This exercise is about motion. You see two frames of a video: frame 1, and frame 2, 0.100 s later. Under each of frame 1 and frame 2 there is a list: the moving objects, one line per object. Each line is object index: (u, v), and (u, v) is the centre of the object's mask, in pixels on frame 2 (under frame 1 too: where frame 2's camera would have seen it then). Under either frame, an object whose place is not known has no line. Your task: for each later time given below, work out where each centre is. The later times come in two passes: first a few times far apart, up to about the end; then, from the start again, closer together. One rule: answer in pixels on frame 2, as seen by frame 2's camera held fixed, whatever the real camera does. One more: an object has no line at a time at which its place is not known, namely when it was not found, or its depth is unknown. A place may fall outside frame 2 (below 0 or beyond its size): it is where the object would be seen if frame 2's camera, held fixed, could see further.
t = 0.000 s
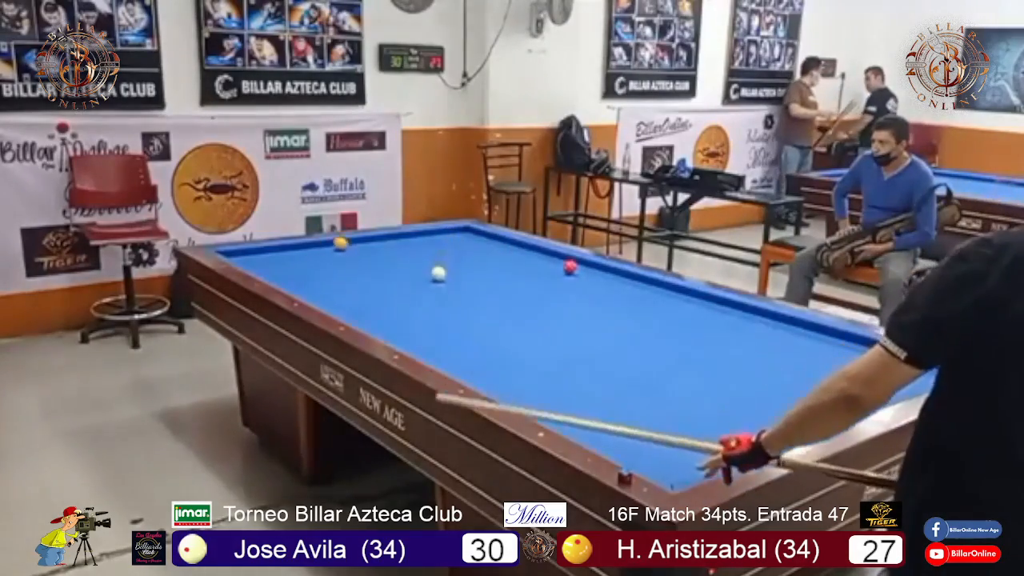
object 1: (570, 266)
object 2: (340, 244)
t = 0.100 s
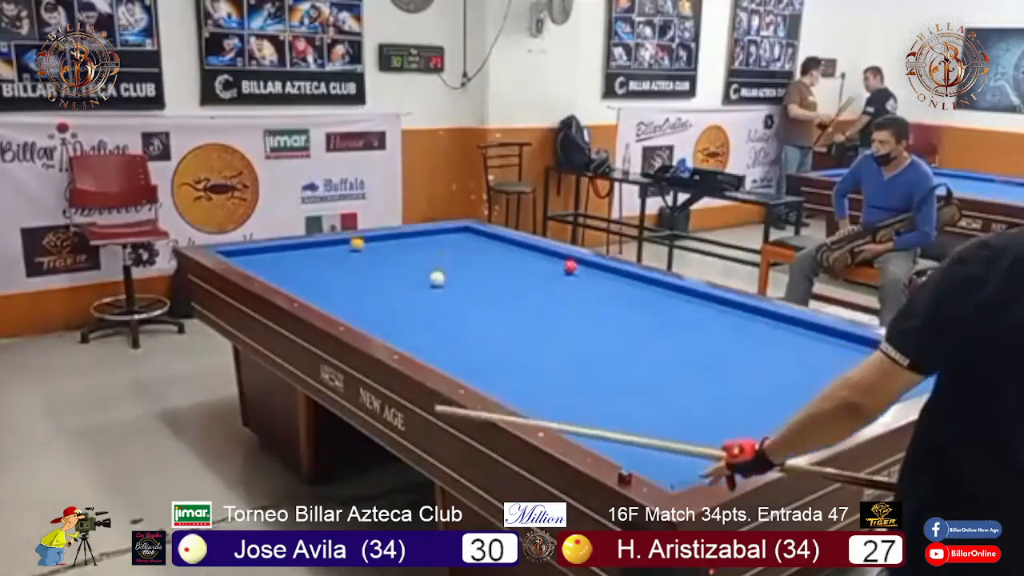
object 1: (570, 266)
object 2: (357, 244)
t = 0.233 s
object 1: (570, 266)
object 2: (378, 245)
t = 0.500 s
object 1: (570, 267)
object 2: (422, 247)
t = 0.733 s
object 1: (570, 266)
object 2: (458, 249)
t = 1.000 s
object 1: (570, 267)
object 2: (498, 250)
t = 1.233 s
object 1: (570, 266)
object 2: (533, 252)
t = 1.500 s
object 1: (570, 267)
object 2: (558, 255)
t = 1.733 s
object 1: (571, 268)
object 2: (563, 262)
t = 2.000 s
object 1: (579, 271)
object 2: (562, 266)
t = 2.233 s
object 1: (588, 276)
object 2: (558, 267)
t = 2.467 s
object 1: (597, 280)
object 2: (554, 269)
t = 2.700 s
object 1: (606, 285)
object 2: (551, 271)
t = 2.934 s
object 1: (615, 289)
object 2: (548, 272)
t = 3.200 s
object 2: (545, 274)
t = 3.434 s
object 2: (542, 275)
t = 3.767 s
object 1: (650, 308)
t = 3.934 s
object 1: (656, 310)
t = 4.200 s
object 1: (668, 316)
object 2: (536, 279)
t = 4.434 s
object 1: (678, 321)
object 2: (534, 280)
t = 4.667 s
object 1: (688, 326)
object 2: (533, 281)
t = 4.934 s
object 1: (699, 331)
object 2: (532, 281)
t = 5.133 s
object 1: (707, 335)
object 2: (532, 282)
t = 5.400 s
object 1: (718, 341)
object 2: (531, 282)
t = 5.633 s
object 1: (727, 345)
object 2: (531, 282)
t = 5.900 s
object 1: (738, 350)
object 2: (531, 282)
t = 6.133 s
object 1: (747, 354)
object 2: (530, 282)
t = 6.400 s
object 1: (756, 359)
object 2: (531, 282)
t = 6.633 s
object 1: (764, 363)
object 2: (531, 282)
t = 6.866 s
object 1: (772, 367)
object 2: (531, 282)
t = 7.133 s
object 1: (781, 372)
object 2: (531, 282)
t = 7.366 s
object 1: (789, 375)
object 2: (530, 282)
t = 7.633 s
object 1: (796, 378)
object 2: (530, 282)
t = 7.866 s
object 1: (802, 382)
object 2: (530, 282)
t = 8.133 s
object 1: (808, 385)
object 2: (530, 282)
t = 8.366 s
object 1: (814, 388)
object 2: (531, 282)
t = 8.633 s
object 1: (820, 390)
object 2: (531, 282)
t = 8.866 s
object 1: (824, 392)
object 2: (530, 282)
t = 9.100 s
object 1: (828, 394)
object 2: (531, 282)
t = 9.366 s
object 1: (832, 396)
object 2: (531, 282)
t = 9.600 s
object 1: (834, 397)
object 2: (531, 282)
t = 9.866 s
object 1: (836, 397)
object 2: (531, 282)
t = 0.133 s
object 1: (570, 266)
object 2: (362, 245)
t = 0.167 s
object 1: (570, 266)
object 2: (367, 245)
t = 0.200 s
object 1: (570, 266)
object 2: (373, 245)
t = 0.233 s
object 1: (570, 266)
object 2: (378, 245)
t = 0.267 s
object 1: (570, 266)
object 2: (384, 245)
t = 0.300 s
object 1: (570, 266)
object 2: (390, 246)
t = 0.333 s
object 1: (570, 266)
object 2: (395, 246)
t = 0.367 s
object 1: (570, 266)
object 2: (400, 246)
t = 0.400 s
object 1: (570, 266)
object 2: (406, 246)
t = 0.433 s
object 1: (570, 266)
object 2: (411, 246)
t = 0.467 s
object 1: (570, 266)
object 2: (416, 246)
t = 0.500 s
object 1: (570, 267)
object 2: (422, 247)
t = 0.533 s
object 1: (570, 267)
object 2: (427, 248)
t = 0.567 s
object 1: (570, 266)
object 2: (432, 247)
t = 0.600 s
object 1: (570, 266)
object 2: (437, 248)
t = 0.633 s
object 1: (570, 266)
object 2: (442, 248)
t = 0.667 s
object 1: (570, 266)
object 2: (447, 248)
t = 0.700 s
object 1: (570, 266)
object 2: (453, 248)
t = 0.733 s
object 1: (570, 266)
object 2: (458, 249)
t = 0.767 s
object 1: (570, 266)
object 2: (463, 249)
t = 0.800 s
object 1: (570, 266)
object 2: (468, 249)
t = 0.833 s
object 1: (570, 266)
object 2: (473, 249)
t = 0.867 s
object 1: (570, 267)
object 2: (478, 250)
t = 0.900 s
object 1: (570, 266)
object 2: (483, 250)
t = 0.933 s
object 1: (570, 267)
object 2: (488, 250)
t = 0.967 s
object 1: (570, 267)
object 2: (493, 250)
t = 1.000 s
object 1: (570, 267)
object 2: (498, 250)
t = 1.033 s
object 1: (570, 267)
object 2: (503, 250)
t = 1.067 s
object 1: (570, 266)
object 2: (508, 251)
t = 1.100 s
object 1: (570, 266)
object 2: (513, 251)
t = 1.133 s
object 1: (570, 267)
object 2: (518, 251)
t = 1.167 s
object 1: (570, 267)
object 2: (523, 251)
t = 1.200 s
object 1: (570, 266)
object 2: (528, 252)
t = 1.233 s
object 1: (570, 266)
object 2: (533, 252)
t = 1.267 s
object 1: (570, 266)
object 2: (538, 252)
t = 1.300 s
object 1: (570, 267)
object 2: (543, 252)
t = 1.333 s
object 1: (570, 267)
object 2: (547, 253)
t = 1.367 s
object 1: (570, 267)
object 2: (552, 252)
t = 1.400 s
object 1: (570, 267)
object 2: (556, 253)
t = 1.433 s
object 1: (570, 267)
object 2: (557, 253)
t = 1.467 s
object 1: (570, 267)
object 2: (557, 254)
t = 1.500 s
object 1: (570, 267)
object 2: (558, 255)
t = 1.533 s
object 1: (570, 267)
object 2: (559, 256)
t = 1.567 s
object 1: (570, 267)
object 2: (560, 257)
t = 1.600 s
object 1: (570, 267)
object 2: (561, 258)
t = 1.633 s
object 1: (570, 267)
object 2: (561, 259)
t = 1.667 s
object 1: (570, 267)
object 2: (562, 261)
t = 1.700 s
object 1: (571, 267)
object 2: (563, 261)
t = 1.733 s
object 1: (571, 268)
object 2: (563, 262)
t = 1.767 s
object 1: (570, 267)
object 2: (563, 262)
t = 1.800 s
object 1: (571, 267)
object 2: (563, 263)
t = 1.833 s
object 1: (573, 268)
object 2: (563, 264)
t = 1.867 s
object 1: (574, 269)
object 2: (563, 264)
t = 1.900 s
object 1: (575, 269)
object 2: (563, 265)
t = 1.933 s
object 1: (576, 270)
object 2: (562, 265)
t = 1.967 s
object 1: (577, 270)
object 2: (562, 265)
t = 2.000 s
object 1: (579, 271)
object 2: (562, 266)
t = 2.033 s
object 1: (580, 272)
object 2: (561, 266)
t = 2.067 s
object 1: (581, 272)
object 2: (561, 266)
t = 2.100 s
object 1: (582, 273)
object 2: (560, 266)
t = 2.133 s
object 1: (584, 274)
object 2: (559, 266)
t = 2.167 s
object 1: (585, 275)
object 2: (559, 267)
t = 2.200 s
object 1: (587, 275)
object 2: (558, 267)
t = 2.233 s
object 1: (588, 276)
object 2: (558, 267)
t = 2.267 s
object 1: (589, 277)
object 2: (557, 268)
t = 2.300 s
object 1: (591, 277)
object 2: (556, 268)
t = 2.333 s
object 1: (592, 278)
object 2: (556, 268)
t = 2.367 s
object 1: (593, 279)
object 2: (556, 268)
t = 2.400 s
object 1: (595, 279)
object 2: (556, 268)
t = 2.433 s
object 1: (596, 280)
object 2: (555, 269)
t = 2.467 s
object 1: (597, 280)
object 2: (554, 269)
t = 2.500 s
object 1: (598, 281)
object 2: (554, 269)
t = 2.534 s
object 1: (600, 282)
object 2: (553, 269)
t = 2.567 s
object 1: (601, 282)
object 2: (553, 270)
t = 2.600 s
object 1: (602, 283)
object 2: (552, 270)
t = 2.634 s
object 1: (604, 284)
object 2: (552, 270)
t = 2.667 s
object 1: (606, 285)
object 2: (551, 271)
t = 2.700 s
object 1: (606, 285)
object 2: (551, 271)
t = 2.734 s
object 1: (608, 286)
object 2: (550, 271)
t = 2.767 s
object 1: (609, 286)
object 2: (550, 271)
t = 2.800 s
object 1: (610, 287)
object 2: (550, 271)
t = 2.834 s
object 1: (612, 288)
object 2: (549, 272)
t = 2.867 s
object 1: (613, 289)
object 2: (549, 272)
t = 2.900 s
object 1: (615, 289)
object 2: (548, 272)
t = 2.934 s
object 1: (615, 289)
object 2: (548, 272)
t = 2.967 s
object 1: (617, 290)
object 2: (548, 273)
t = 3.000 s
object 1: (618, 291)
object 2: (547, 273)
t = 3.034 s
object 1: (620, 292)
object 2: (547, 273)
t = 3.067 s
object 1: (621, 293)
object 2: (547, 274)
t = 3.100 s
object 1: (621, 292)
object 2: (546, 274)
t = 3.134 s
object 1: (625, 294)
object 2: (546, 274)
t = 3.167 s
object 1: (625, 295)
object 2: (545, 274)
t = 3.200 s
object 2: (545, 274)
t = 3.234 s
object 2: (545, 274)
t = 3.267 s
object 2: (544, 274)
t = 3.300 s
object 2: (544, 274)
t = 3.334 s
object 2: (543, 275)
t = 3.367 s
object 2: (543, 275)
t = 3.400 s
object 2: (544, 273)
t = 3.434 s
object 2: (542, 275)
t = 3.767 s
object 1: (650, 308)
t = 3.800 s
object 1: (651, 308)
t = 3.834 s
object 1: (653, 309)
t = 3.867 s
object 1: (654, 309)
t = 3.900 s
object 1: (655, 310)
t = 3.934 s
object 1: (656, 310)
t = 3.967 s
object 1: (658, 311)
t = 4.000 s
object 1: (659, 312)
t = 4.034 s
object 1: (661, 313)
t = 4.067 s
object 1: (662, 313)
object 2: (539, 277)
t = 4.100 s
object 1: (664, 314)
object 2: (537, 278)
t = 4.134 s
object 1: (665, 315)
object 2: (536, 279)
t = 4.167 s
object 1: (666, 315)
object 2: (536, 279)
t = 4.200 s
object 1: (668, 316)
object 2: (536, 279)
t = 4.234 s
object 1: (669, 317)
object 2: (536, 279)
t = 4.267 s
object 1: (671, 318)
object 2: (536, 279)
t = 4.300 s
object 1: (672, 319)
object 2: (536, 279)
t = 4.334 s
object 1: (673, 320)
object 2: (536, 280)
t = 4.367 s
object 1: (675, 320)
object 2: (535, 280)
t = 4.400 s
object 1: (676, 320)
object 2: (535, 279)
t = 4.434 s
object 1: (678, 321)
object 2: (534, 280)
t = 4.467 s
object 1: (679, 322)
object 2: (534, 280)
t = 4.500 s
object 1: (680, 323)
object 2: (534, 280)
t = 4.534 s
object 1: (682, 324)
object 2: (534, 280)
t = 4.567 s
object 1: (683, 324)
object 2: (534, 280)
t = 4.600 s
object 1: (685, 325)
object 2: (534, 280)
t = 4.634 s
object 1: (686, 326)
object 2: (534, 280)
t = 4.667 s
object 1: (688, 326)
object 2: (533, 281)
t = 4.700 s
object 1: (689, 327)
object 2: (533, 281)
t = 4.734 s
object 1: (690, 328)
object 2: (533, 281)
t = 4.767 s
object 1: (692, 328)
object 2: (533, 281)
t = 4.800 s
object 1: (693, 329)
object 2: (533, 281)
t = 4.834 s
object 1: (695, 329)
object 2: (533, 281)
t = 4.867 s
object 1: (696, 330)
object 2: (533, 281)
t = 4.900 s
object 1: (698, 331)
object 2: (533, 281)
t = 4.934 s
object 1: (699, 331)
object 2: (532, 281)
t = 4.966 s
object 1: (700, 332)
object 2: (532, 281)
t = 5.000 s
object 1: (702, 332)
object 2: (532, 282)
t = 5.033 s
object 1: (703, 333)
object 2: (532, 282)
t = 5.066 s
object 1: (704, 334)
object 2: (532, 282)
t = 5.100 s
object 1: (706, 335)
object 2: (532, 282)
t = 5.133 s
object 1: (707, 335)
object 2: (532, 282)
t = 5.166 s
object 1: (708, 336)
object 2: (532, 282)
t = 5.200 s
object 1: (710, 337)
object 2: (532, 282)
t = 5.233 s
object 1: (711, 337)
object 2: (532, 282)
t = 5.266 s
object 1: (713, 338)
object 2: (531, 282)
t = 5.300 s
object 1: (714, 338)
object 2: (531, 282)
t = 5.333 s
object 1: (715, 339)
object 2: (531, 282)
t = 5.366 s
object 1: (717, 340)
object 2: (531, 282)
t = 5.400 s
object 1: (718, 341)
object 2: (531, 282)
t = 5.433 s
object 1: (719, 341)
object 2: (531, 282)
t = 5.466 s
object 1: (721, 342)
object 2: (531, 282)
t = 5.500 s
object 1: (722, 343)
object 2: (531, 282)
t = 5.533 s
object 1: (723, 343)
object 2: (531, 282)
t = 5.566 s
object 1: (725, 344)
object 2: (531, 282)
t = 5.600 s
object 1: (726, 344)
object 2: (531, 282)
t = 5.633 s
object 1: (727, 345)
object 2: (531, 282)
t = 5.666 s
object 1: (729, 345)
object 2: (531, 282)
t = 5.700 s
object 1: (730, 346)
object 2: (531, 282)
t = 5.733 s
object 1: (731, 346)
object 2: (531, 282)
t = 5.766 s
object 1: (732, 347)
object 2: (531, 282)
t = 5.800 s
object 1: (734, 347)
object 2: (531, 282)
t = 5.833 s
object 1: (735, 349)
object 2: (531, 282)
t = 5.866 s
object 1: (737, 349)
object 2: (531, 282)
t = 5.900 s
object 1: (738, 350)
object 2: (531, 282)
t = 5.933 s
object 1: (739, 350)
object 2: (531, 282)
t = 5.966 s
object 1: (740, 351)
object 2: (530, 282)
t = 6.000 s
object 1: (742, 352)
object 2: (530, 282)
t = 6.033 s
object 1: (743, 352)
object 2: (531, 282)
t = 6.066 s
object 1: (744, 353)
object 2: (530, 282)
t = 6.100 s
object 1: (746, 353)
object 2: (530, 282)
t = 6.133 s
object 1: (747, 354)
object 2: (530, 282)
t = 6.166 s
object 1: (748, 355)
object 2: (530, 282)
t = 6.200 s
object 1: (749, 356)
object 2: (530, 282)
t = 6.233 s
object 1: (750, 356)
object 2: (530, 282)
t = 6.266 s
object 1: (752, 357)
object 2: (531, 282)
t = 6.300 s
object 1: (753, 357)
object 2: (530, 282)
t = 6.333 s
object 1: (754, 358)
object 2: (530, 282)
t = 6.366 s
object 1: (755, 359)
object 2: (531, 282)
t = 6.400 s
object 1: (756, 359)
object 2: (531, 282)
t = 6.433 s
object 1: (757, 360)
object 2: (531, 282)
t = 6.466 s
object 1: (758, 360)
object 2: (531, 282)
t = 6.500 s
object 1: (760, 361)
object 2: (531, 282)
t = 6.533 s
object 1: (761, 362)
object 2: (531, 282)
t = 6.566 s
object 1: (762, 362)
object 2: (531, 282)
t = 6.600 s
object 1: (763, 363)
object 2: (531, 282)
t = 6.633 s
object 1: (764, 363)
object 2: (531, 282)
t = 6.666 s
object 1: (766, 364)
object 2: (531, 282)
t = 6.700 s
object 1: (767, 364)
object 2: (531, 282)
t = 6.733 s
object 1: (768, 365)
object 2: (531, 282)
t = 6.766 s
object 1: (769, 365)
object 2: (531, 282)
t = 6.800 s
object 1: (770, 366)
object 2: (531, 282)
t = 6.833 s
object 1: (771, 367)
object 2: (531, 282)
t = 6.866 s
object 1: (772, 367)
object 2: (531, 282)
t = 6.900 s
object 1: (773, 368)
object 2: (531, 282)
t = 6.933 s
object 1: (775, 368)
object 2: (531, 282)
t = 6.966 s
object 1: (775, 369)
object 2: (531, 282)
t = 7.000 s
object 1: (776, 370)
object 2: (531, 282)
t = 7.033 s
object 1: (778, 370)
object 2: (531, 282)
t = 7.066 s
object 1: (779, 370)
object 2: (531, 282)
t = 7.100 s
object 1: (780, 371)
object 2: (531, 282)
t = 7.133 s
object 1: (781, 372)
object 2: (531, 282)
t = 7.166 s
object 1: (782, 372)
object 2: (531, 282)
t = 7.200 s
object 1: (783, 373)
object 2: (531, 282)
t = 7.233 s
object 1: (785, 373)
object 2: (531, 282)
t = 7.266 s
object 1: (786, 374)
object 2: (531, 282)
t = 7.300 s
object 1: (787, 374)
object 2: (531, 282)
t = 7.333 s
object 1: (788, 375)
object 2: (531, 282)
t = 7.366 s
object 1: (789, 375)
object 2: (530, 282)
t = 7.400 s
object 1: (790, 376)
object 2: (530, 282)
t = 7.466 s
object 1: (791, 376)
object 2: (531, 282)
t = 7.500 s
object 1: (792, 376)
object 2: (530, 282)
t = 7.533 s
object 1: (793, 377)
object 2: (530, 282)
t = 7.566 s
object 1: (794, 377)
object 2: (530, 282)
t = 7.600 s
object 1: (795, 378)
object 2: (530, 282)
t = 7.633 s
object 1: (796, 378)
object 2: (530, 282)
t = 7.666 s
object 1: (796, 379)
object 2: (530, 282)
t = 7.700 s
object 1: (797, 379)
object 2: (530, 282)
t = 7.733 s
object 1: (798, 380)
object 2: (530, 282)
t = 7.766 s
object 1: (799, 380)
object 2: (530, 282)
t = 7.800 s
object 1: (800, 380)
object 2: (530, 282)
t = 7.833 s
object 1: (801, 381)
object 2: (530, 282)
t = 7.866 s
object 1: (802, 382)
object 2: (530, 282)
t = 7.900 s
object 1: (803, 382)
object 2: (530, 282)
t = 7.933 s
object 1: (804, 383)
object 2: (530, 282)
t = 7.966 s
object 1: (805, 383)
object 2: (530, 282)
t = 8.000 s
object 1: (805, 383)
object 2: (530, 282)
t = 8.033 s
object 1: (806, 383)
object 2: (530, 282)
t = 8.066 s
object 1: (807, 384)
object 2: (530, 282)
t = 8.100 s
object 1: (808, 384)
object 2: (530, 282)
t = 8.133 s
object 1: (808, 385)
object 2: (530, 282)
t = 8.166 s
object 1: (810, 385)
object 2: (530, 282)
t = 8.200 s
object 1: (810, 385)
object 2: (530, 282)
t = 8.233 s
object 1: (811, 386)
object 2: (530, 282)
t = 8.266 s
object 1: (812, 386)
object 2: (531, 282)
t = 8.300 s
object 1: (813, 387)
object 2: (531, 282)
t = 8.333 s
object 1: (813, 387)
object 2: (531, 282)
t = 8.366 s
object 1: (814, 388)
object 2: (531, 282)
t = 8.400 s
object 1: (815, 388)
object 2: (531, 282)
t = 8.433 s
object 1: (816, 388)
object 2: (531, 282)
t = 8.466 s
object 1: (816, 388)
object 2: (531, 282)
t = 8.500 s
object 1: (817, 389)
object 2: (531, 282)
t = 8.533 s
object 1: (818, 389)
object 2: (531, 282)
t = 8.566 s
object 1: (818, 390)
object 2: (531, 282)
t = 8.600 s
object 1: (819, 389)
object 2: (530, 282)
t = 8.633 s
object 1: (820, 390)
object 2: (531, 282)
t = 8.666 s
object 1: (821, 390)
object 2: (530, 282)
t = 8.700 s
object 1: (821, 390)
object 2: (531, 282)
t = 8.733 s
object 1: (821, 390)
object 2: (530, 282)
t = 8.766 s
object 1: (822, 391)
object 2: (531, 282)
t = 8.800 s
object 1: (823, 392)
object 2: (531, 282)
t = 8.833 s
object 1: (824, 392)
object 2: (531, 282)
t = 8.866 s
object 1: (824, 392)
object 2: (530, 282)
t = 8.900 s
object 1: (825, 393)
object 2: (530, 282)
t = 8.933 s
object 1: (826, 393)
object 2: (530, 282)
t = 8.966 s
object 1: (826, 393)
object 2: (530, 282)
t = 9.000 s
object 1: (827, 393)
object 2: (530, 282)
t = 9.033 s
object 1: (827, 393)
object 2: (530, 282)
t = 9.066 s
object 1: (828, 393)
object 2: (530, 282)
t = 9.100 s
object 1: (828, 394)
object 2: (531, 282)
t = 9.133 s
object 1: (829, 394)
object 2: (531, 282)
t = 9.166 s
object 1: (829, 394)
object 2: (531, 282)
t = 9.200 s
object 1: (830, 394)
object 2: (531, 282)
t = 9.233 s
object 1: (830, 394)
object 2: (531, 282)
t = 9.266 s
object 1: (831, 395)
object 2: (531, 282)
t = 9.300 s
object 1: (831, 395)
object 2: (531, 282)
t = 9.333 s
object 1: (831, 395)
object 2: (531, 282)
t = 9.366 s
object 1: (832, 396)
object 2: (531, 282)
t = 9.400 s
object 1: (832, 396)
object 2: (531, 282)
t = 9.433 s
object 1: (833, 396)
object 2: (531, 282)
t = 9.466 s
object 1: (833, 396)
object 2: (531, 282)
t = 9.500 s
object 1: (833, 396)
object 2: (531, 282)
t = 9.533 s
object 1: (833, 396)
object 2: (531, 282)
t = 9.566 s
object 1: (834, 396)
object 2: (531, 282)
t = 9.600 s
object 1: (834, 397)
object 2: (531, 282)
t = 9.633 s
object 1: (834, 397)
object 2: (531, 282)
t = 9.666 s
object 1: (835, 397)
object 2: (531, 282)
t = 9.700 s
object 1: (835, 397)
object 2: (531, 282)
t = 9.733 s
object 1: (835, 397)
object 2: (531, 282)
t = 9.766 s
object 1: (836, 397)
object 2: (531, 282)
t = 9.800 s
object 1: (836, 397)
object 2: (531, 282)
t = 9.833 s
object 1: (836, 397)
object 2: (531, 282)
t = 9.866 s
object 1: (836, 397)
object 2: (531, 282)
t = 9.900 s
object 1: (836, 398)
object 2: (531, 282)
